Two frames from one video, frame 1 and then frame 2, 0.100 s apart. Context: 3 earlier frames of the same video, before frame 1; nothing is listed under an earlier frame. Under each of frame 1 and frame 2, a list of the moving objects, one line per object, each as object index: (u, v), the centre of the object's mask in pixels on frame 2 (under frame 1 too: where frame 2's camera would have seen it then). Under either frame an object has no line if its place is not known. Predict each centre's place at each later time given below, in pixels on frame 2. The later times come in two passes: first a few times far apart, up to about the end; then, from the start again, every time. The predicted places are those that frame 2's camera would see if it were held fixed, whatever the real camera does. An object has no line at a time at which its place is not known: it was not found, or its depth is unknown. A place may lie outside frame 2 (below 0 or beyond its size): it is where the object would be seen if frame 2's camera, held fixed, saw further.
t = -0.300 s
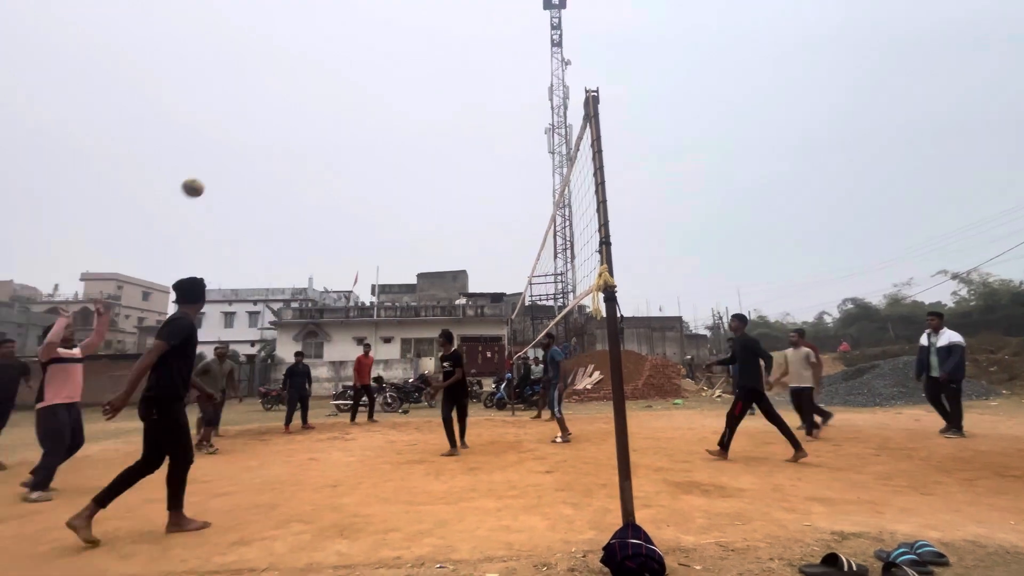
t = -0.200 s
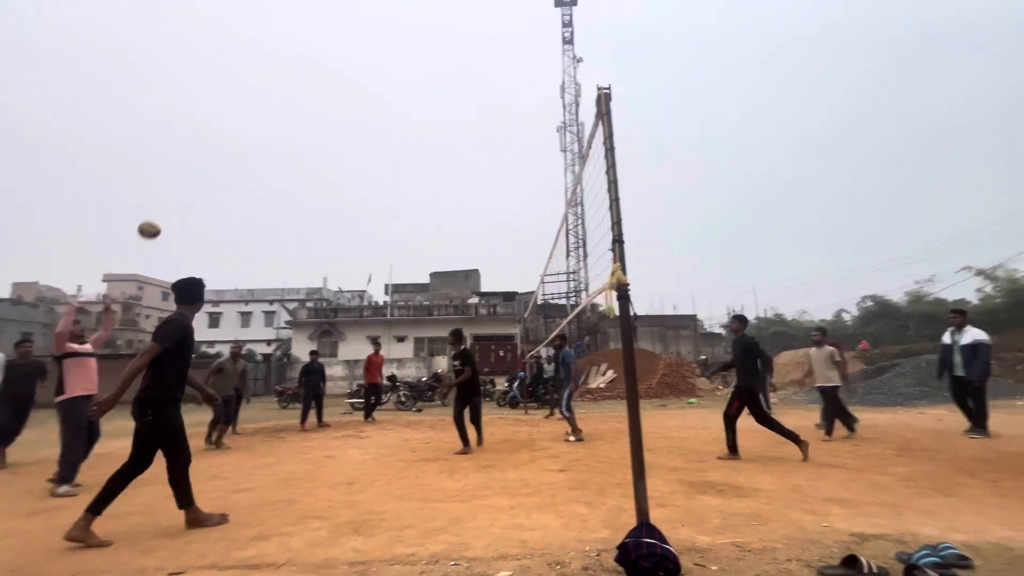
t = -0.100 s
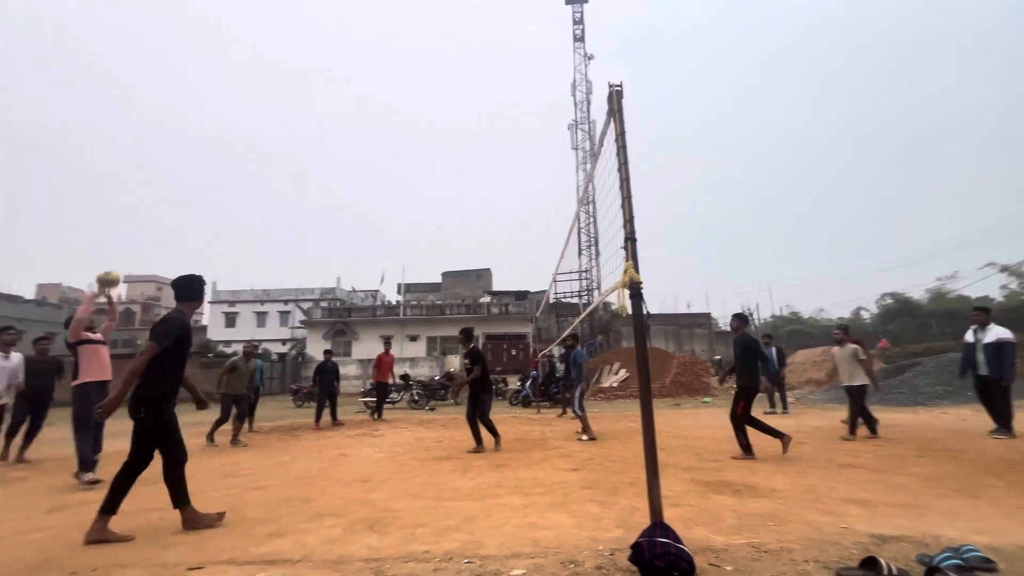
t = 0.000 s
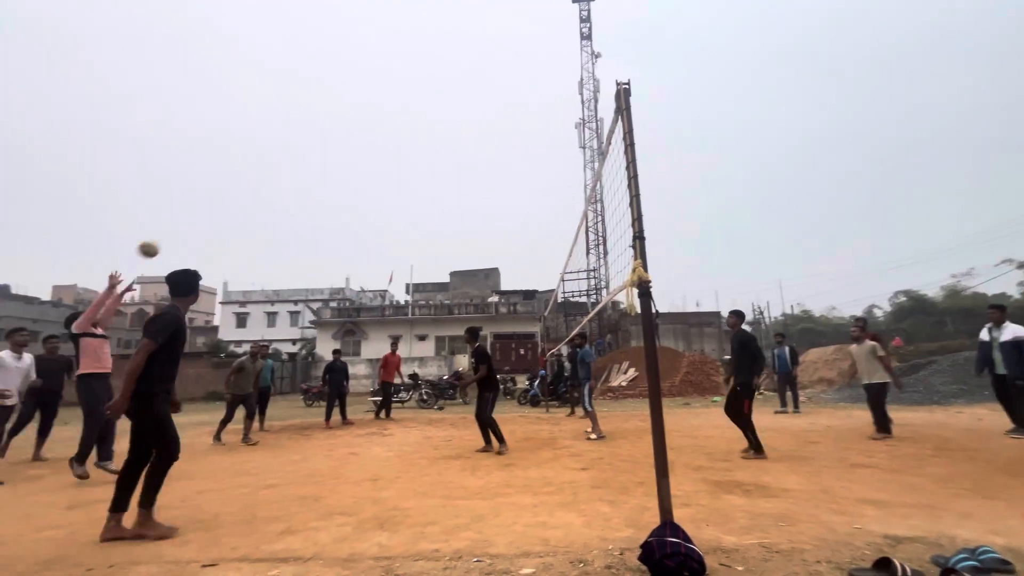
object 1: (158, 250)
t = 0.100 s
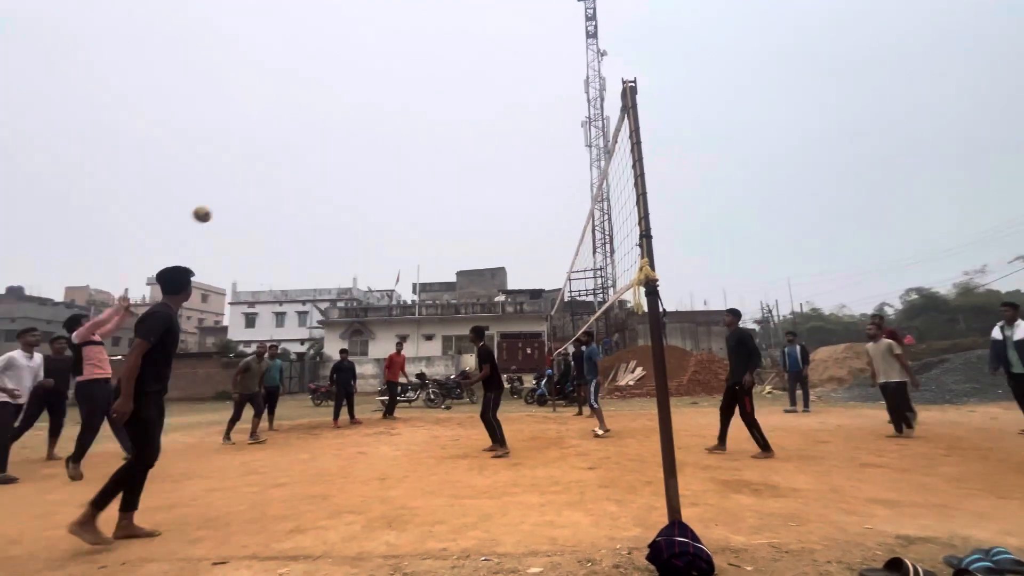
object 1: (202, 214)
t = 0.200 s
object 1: (239, 190)
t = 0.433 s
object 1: (308, 164)
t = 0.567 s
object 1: (341, 166)
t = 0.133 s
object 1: (215, 205)
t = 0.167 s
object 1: (227, 197)
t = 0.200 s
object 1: (239, 190)
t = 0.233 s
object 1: (250, 183)
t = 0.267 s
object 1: (261, 178)
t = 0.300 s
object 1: (271, 173)
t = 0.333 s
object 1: (281, 170)
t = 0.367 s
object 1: (291, 167)
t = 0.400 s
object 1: (300, 165)
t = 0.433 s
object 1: (308, 164)
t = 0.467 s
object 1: (317, 163)
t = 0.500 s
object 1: (325, 163)
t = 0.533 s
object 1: (333, 164)
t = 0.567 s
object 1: (341, 166)
